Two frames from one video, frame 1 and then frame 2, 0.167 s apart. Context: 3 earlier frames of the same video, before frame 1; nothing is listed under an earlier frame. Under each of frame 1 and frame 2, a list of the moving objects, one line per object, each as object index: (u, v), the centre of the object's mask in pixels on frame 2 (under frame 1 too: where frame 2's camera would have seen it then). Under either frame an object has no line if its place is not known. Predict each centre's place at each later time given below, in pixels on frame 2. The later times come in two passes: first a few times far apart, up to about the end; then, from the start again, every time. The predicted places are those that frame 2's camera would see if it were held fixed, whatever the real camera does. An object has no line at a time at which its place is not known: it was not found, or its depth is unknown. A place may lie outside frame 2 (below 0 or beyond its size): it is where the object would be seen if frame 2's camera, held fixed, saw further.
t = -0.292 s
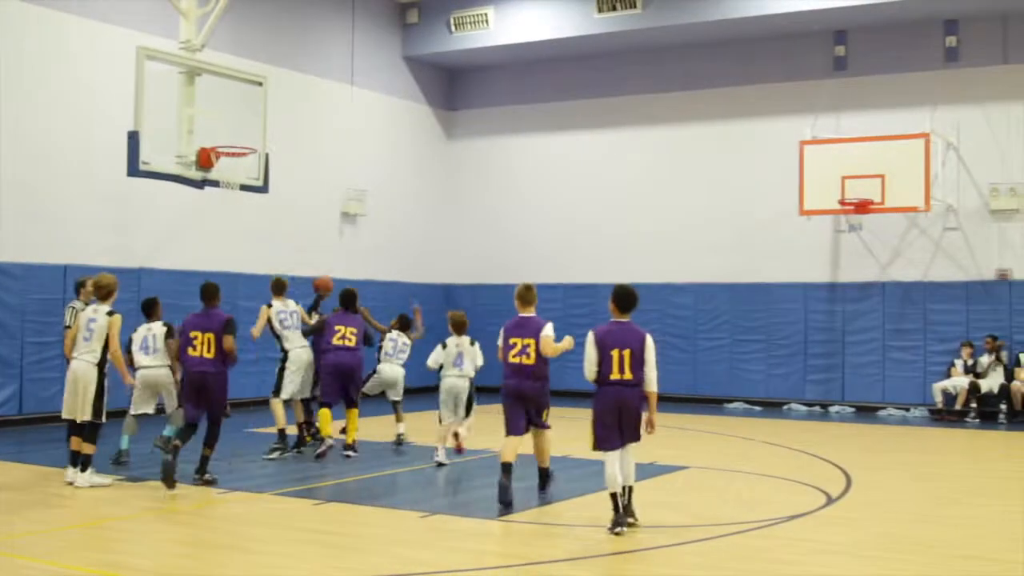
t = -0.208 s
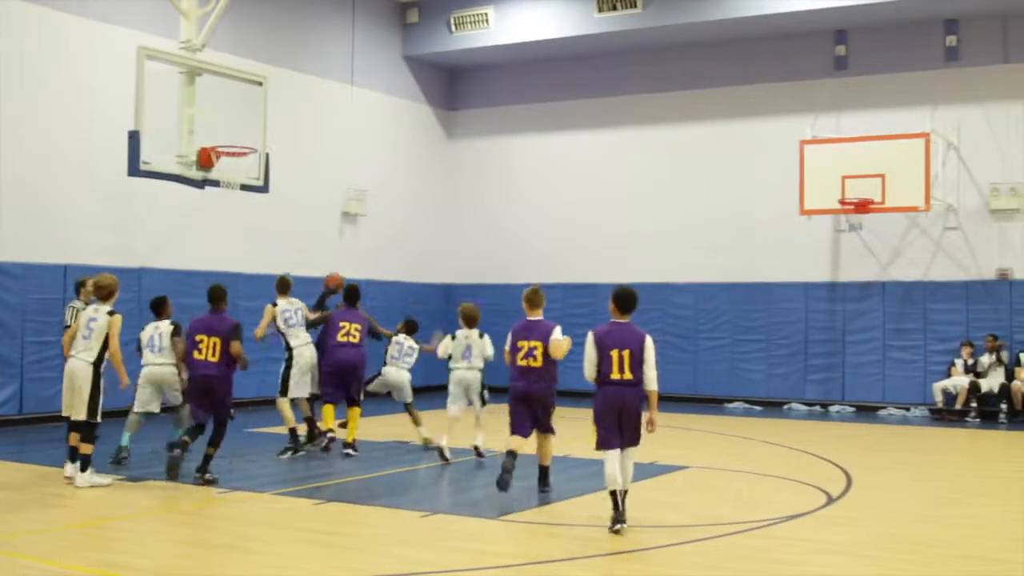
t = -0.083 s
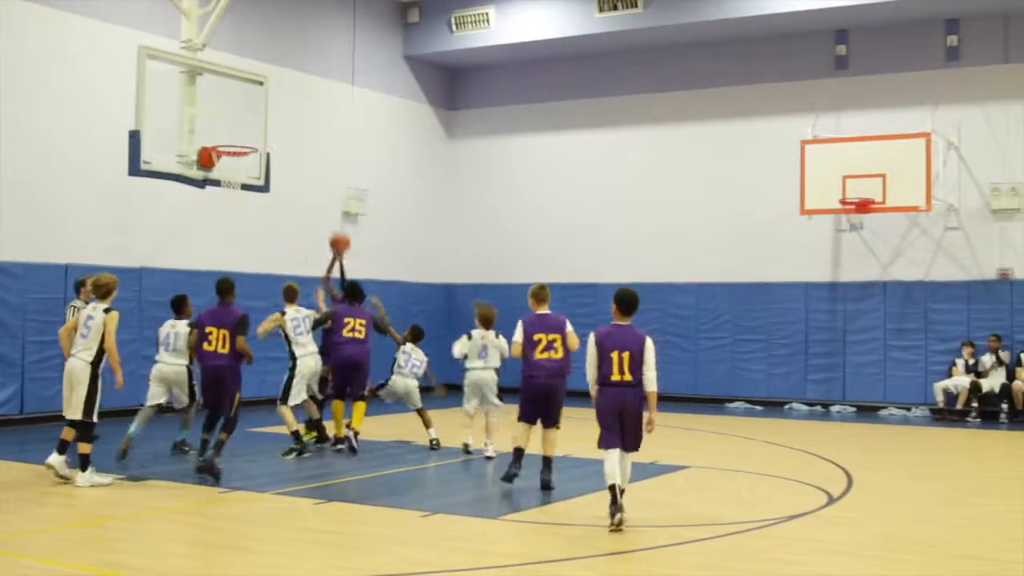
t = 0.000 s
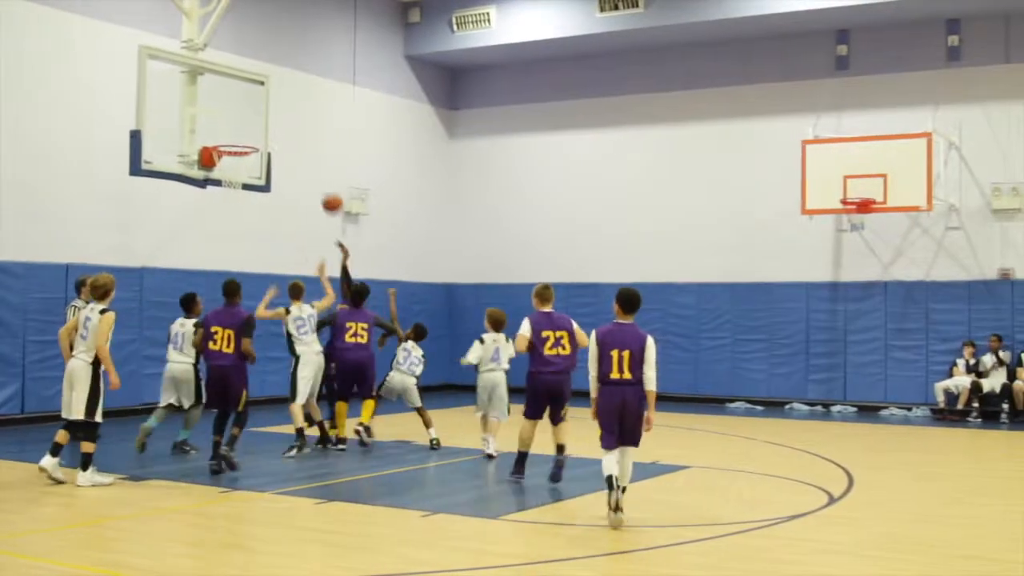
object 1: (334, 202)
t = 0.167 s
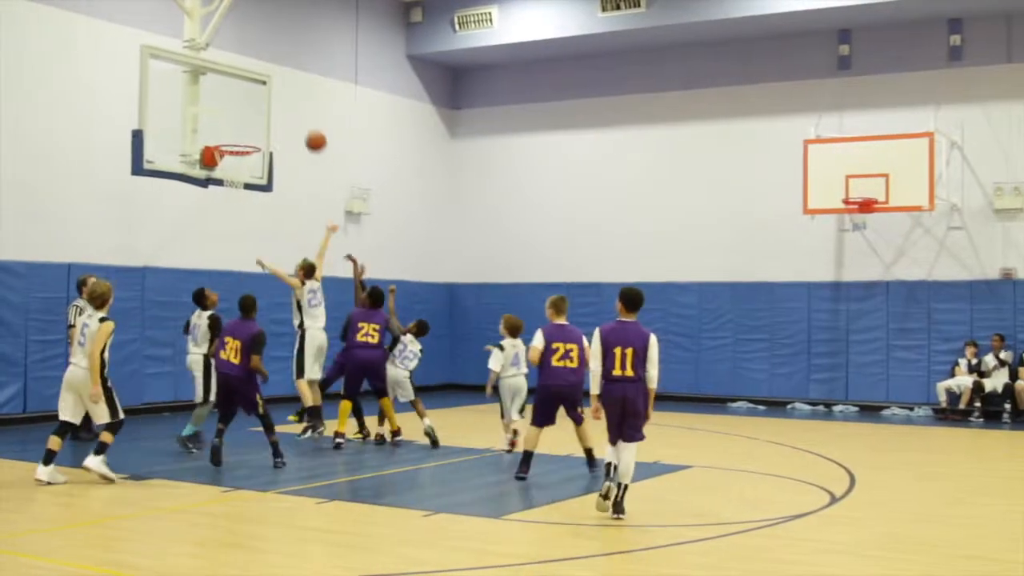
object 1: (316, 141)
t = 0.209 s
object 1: (311, 130)
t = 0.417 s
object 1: (286, 93)
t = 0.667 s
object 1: (254, 101)
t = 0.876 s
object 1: (233, 134)
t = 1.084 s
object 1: (238, 141)
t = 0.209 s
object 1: (311, 130)
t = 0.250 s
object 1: (306, 119)
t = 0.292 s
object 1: (301, 111)
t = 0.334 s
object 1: (296, 103)
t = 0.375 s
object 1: (291, 97)
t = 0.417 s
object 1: (286, 93)
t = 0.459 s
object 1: (281, 90)
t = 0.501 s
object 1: (276, 89)
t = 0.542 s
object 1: (270, 89)
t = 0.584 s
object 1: (265, 92)
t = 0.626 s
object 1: (259, 95)
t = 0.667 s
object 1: (254, 101)
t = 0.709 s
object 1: (248, 108)
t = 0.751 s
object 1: (243, 117)
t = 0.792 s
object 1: (237, 128)
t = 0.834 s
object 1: (232, 137)
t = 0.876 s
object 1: (233, 134)
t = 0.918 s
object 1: (234, 133)
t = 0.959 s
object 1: (235, 134)
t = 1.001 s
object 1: (236, 135)
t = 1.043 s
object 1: (237, 138)
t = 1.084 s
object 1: (238, 141)
